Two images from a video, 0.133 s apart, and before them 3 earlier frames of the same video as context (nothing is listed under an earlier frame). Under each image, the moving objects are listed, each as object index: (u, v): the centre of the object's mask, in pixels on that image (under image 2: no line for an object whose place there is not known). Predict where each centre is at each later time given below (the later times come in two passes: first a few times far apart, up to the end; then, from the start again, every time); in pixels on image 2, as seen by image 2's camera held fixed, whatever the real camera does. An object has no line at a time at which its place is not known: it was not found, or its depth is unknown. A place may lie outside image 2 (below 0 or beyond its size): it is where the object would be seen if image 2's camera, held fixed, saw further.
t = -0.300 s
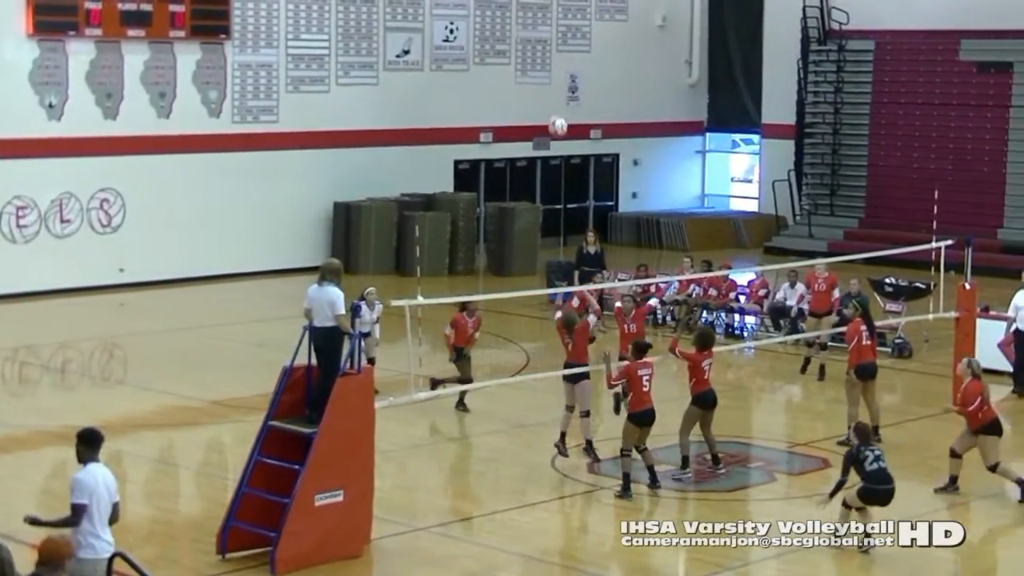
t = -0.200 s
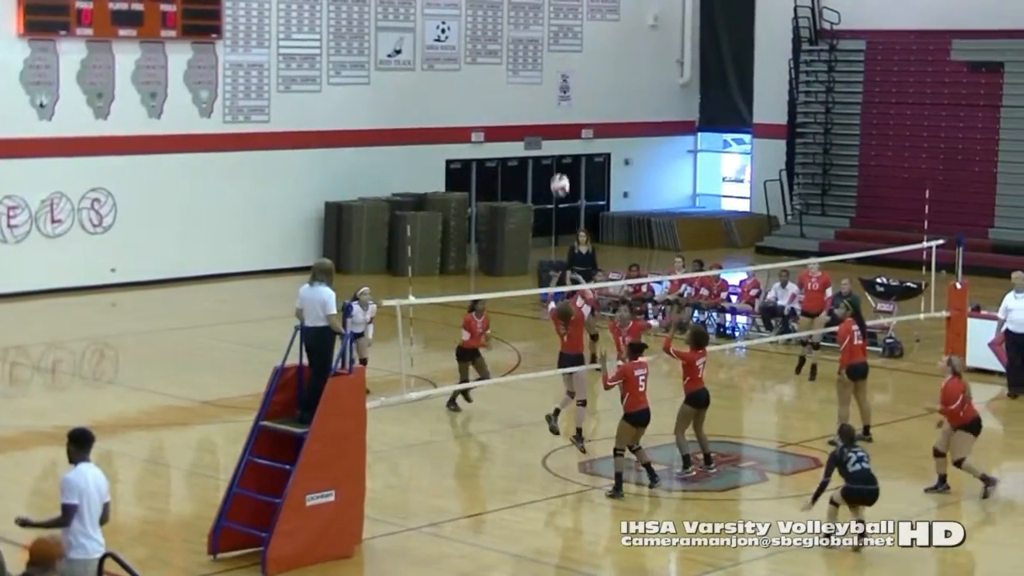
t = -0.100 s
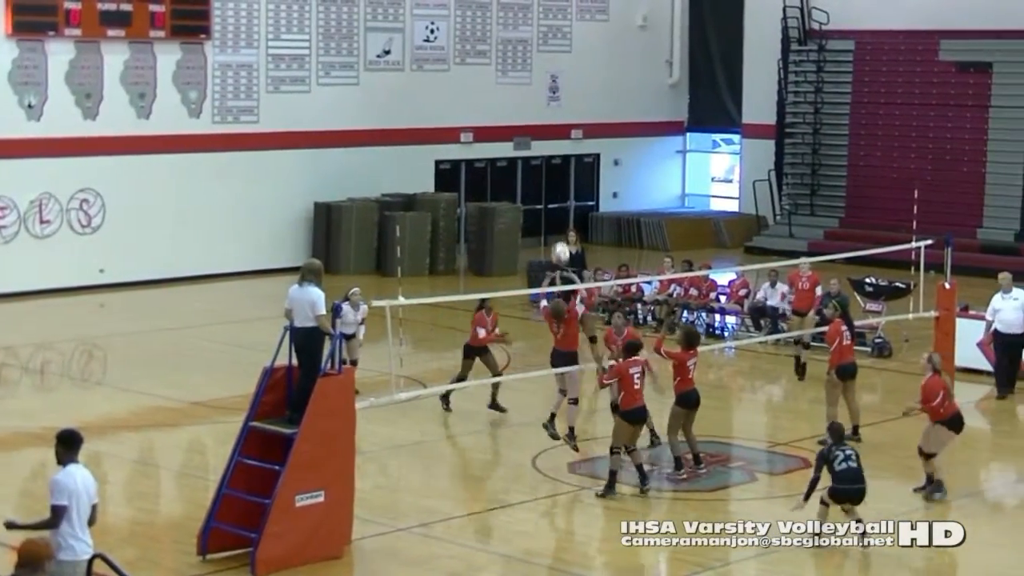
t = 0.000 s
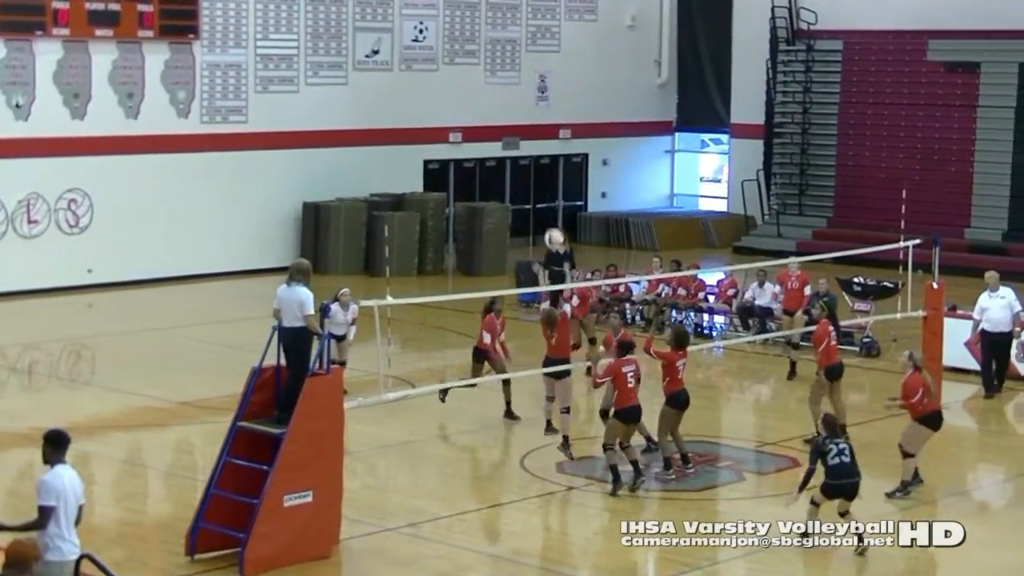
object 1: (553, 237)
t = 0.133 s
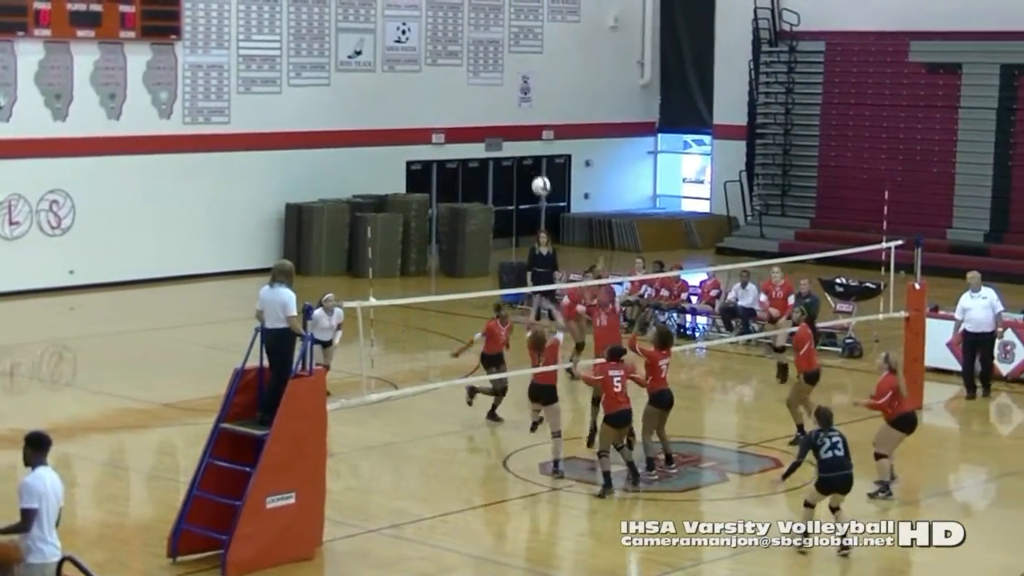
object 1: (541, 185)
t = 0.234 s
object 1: (545, 155)
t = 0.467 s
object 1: (551, 119)
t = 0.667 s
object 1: (555, 124)
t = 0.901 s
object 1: (559, 172)
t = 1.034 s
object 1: (561, 219)
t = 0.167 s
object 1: (542, 174)
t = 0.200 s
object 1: (543, 165)
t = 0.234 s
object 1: (545, 155)
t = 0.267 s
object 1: (546, 148)
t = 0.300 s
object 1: (547, 138)
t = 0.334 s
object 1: (547, 133)
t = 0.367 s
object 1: (548, 128)
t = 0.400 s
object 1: (549, 125)
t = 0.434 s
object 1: (550, 120)
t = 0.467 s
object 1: (551, 119)
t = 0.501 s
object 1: (552, 119)
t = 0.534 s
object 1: (552, 118)
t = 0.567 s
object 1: (553, 118)
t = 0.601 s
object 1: (553, 120)
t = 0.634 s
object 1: (554, 121)
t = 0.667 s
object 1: (555, 124)
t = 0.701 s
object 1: (556, 128)
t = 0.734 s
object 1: (557, 133)
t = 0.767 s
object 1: (558, 138)
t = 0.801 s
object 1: (558, 146)
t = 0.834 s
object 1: (559, 155)
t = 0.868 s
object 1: (559, 163)
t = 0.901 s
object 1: (559, 172)
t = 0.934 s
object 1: (560, 183)
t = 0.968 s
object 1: (560, 194)
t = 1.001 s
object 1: (561, 207)
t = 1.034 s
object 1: (561, 219)
